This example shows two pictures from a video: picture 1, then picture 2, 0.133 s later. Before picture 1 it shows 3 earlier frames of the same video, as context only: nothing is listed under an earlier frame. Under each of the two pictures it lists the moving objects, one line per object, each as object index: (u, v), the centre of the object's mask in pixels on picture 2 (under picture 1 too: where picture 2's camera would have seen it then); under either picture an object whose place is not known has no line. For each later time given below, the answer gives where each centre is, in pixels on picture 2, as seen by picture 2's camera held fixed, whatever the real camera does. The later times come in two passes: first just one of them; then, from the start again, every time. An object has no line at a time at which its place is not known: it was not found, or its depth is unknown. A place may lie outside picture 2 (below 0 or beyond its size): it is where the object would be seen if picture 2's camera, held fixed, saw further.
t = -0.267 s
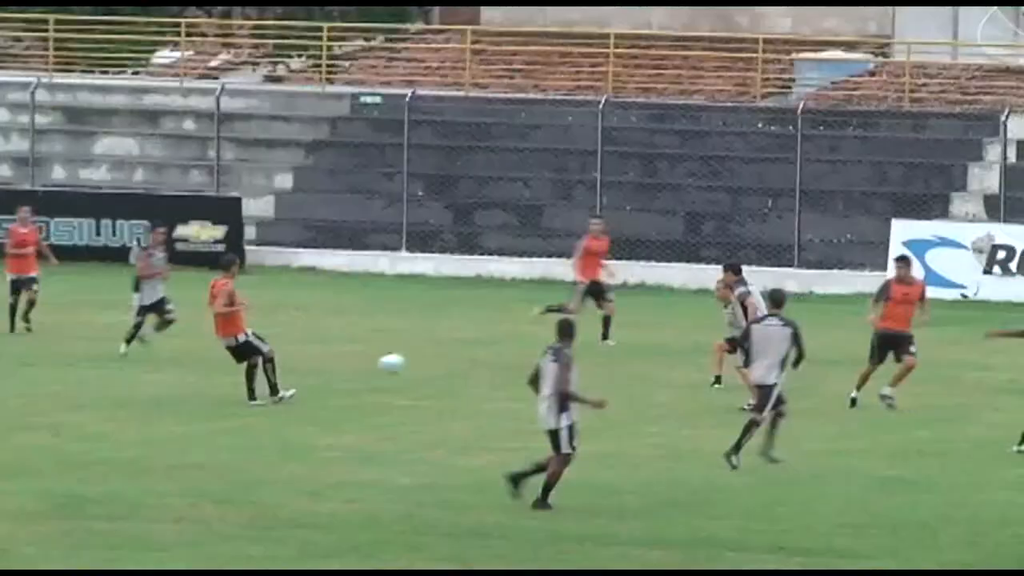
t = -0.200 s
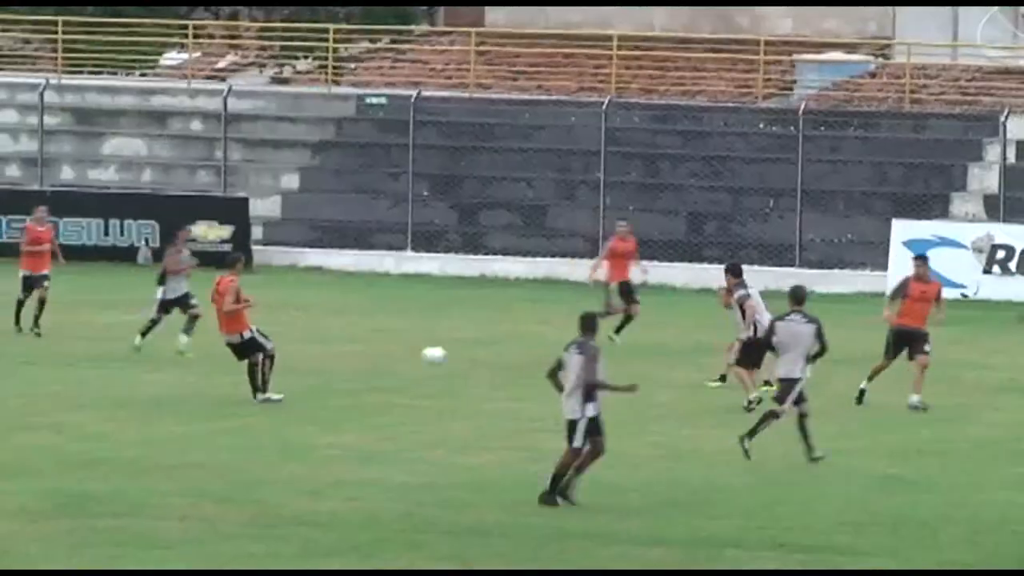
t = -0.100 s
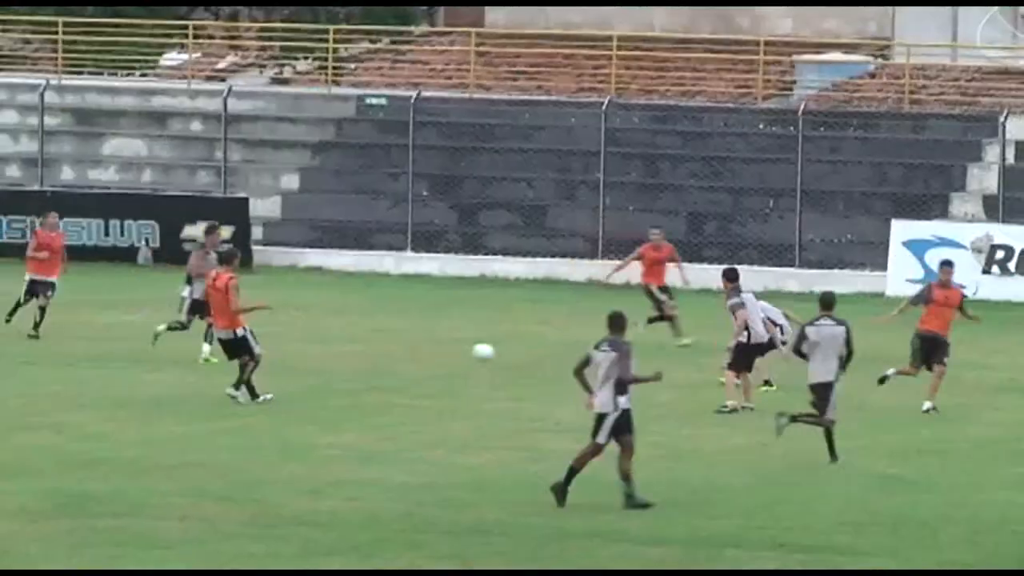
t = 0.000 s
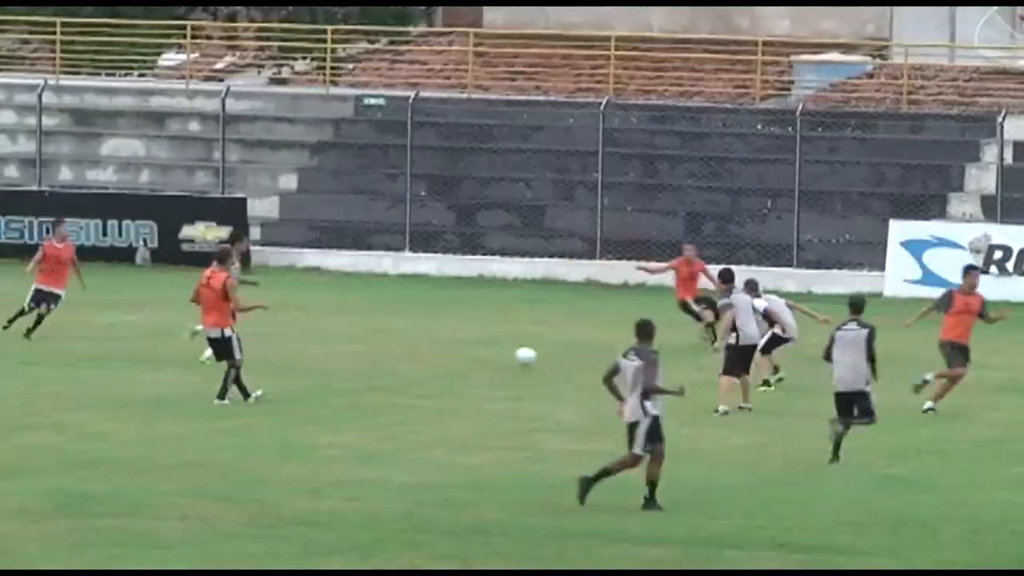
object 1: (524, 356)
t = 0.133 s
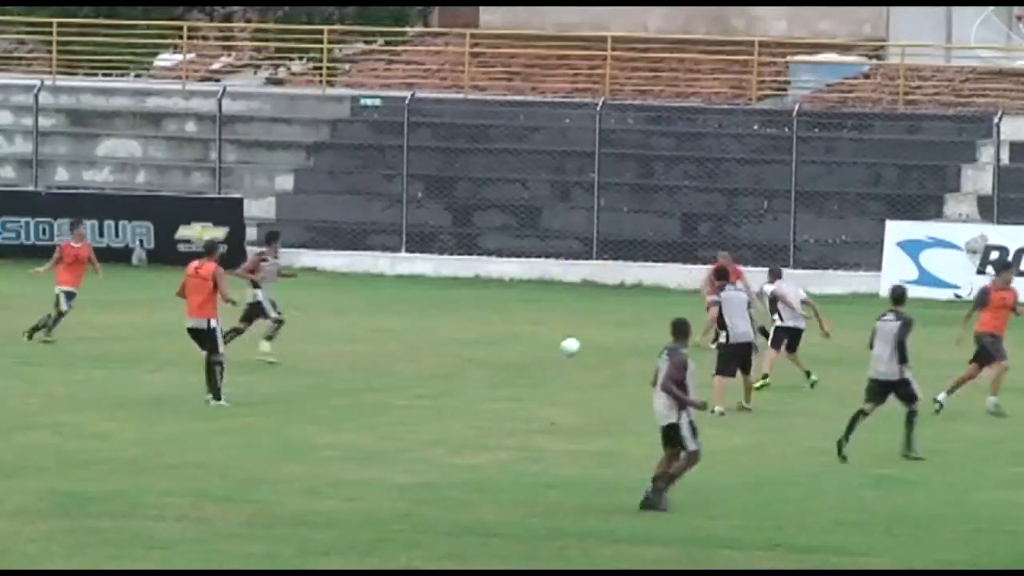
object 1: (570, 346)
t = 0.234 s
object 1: (598, 337)
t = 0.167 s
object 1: (579, 343)
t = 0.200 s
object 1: (588, 340)
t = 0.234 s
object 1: (598, 337)
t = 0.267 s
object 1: (607, 336)
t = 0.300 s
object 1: (616, 336)
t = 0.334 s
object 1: (625, 337)
